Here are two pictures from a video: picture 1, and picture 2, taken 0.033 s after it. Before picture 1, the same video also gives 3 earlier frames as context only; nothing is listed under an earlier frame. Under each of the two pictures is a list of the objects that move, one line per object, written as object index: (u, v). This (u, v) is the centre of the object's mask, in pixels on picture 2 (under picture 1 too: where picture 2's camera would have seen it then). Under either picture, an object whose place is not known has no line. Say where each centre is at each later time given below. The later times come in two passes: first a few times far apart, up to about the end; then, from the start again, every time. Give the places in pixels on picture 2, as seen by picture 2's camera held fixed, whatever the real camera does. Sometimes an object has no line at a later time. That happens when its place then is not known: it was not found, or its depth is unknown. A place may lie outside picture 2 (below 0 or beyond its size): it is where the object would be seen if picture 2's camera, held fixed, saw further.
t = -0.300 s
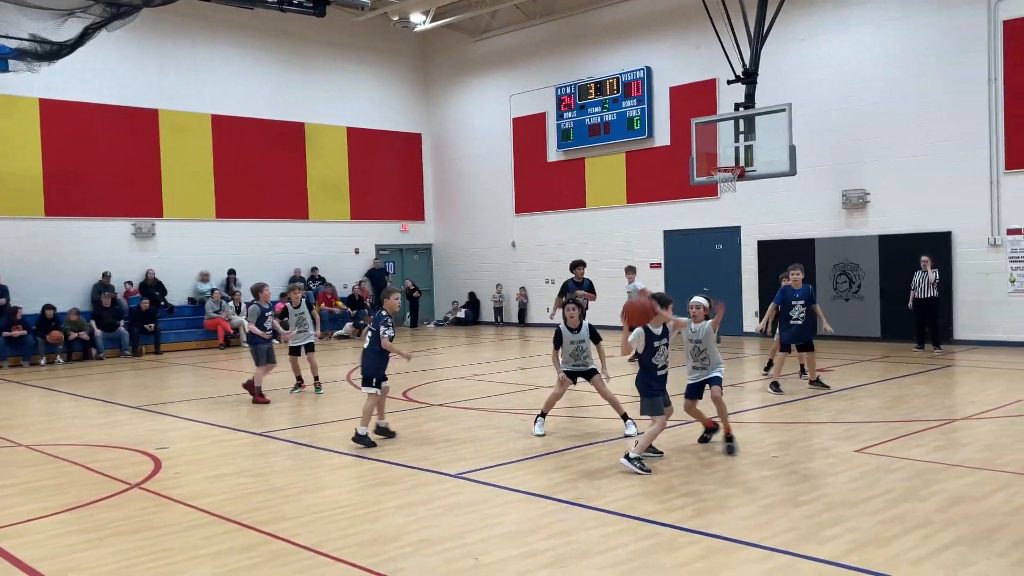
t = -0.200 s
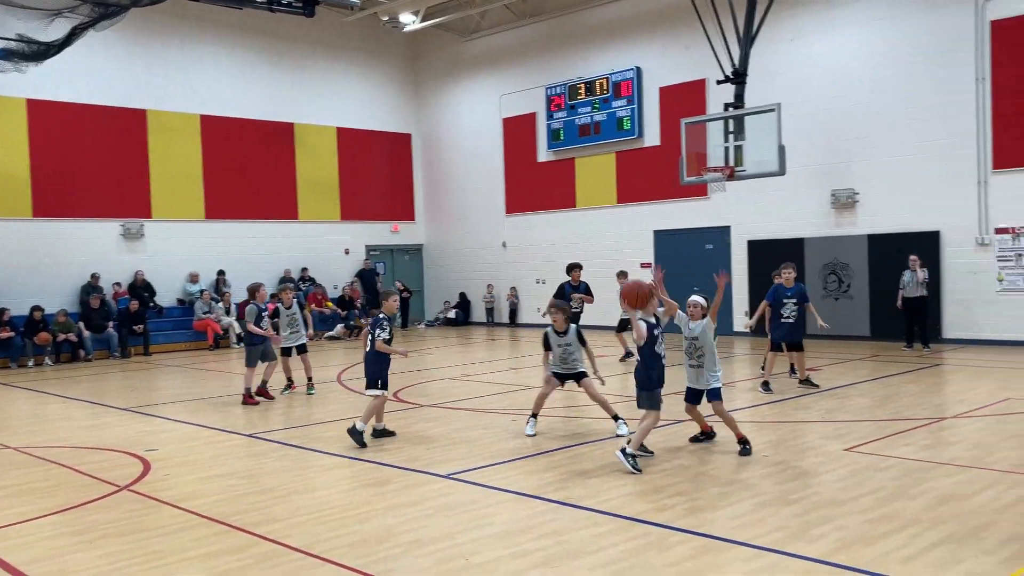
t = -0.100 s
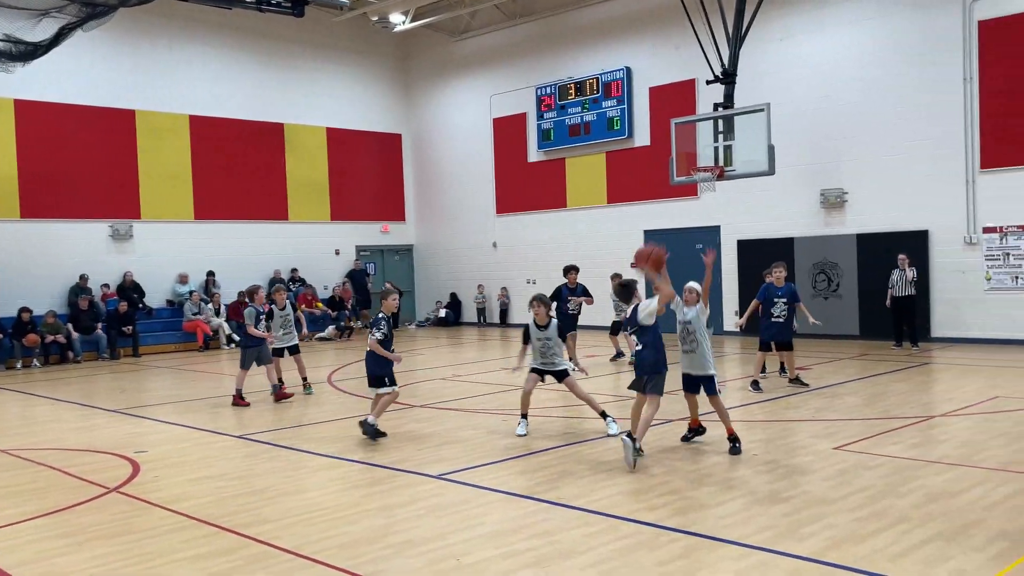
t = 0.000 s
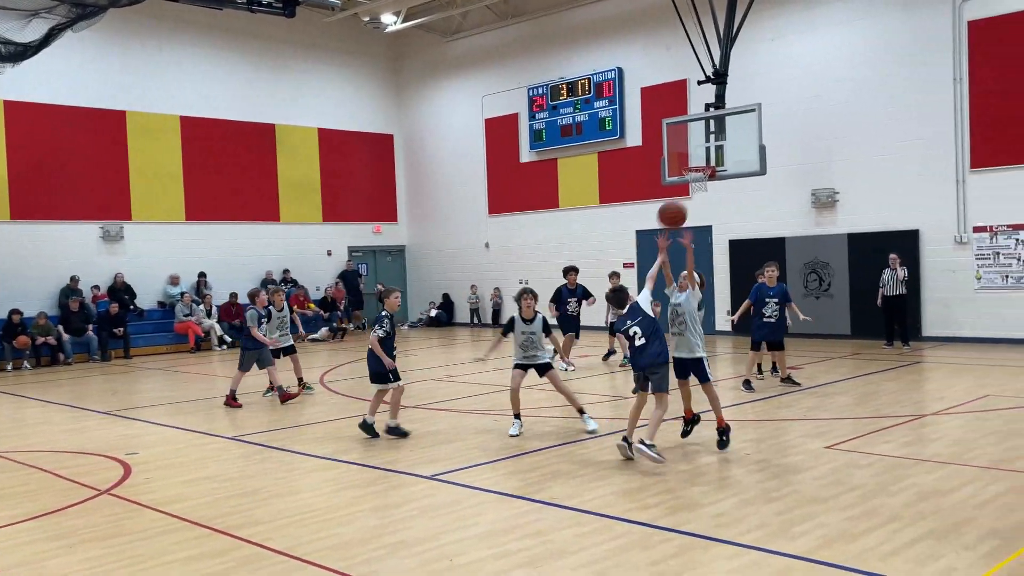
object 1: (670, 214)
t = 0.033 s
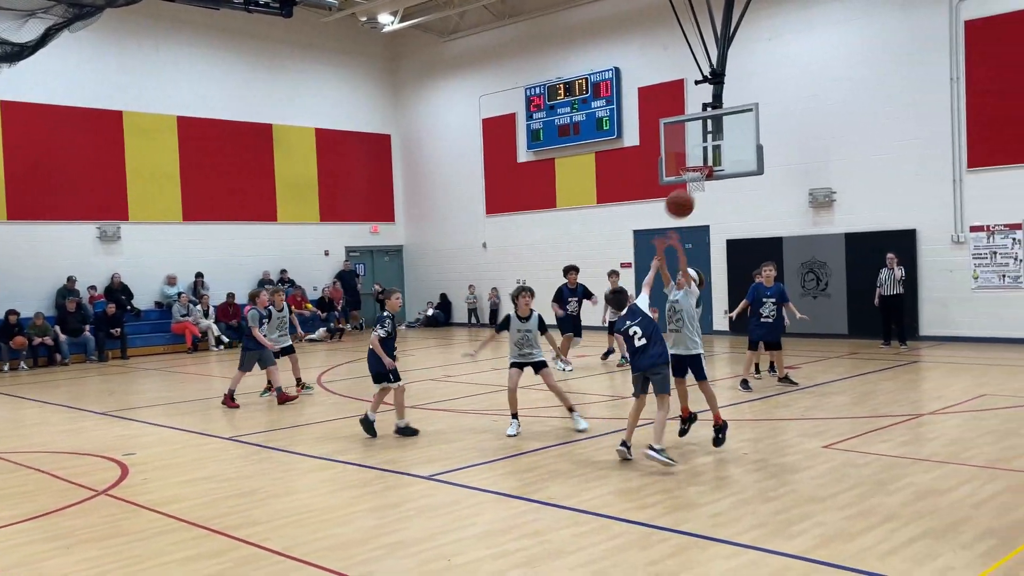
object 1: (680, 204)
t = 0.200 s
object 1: (725, 175)
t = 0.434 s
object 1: (776, 186)
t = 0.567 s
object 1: (801, 212)
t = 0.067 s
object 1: (690, 195)
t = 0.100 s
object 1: (699, 189)
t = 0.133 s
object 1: (708, 183)
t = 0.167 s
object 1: (717, 178)
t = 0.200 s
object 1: (725, 175)
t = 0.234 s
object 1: (734, 173)
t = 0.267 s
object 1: (742, 173)
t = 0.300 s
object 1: (749, 173)
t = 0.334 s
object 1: (756, 175)
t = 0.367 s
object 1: (764, 178)
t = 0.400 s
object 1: (770, 181)
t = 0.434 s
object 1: (776, 186)
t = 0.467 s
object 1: (783, 191)
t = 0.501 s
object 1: (789, 198)
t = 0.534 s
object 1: (795, 205)
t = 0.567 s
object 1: (801, 212)
